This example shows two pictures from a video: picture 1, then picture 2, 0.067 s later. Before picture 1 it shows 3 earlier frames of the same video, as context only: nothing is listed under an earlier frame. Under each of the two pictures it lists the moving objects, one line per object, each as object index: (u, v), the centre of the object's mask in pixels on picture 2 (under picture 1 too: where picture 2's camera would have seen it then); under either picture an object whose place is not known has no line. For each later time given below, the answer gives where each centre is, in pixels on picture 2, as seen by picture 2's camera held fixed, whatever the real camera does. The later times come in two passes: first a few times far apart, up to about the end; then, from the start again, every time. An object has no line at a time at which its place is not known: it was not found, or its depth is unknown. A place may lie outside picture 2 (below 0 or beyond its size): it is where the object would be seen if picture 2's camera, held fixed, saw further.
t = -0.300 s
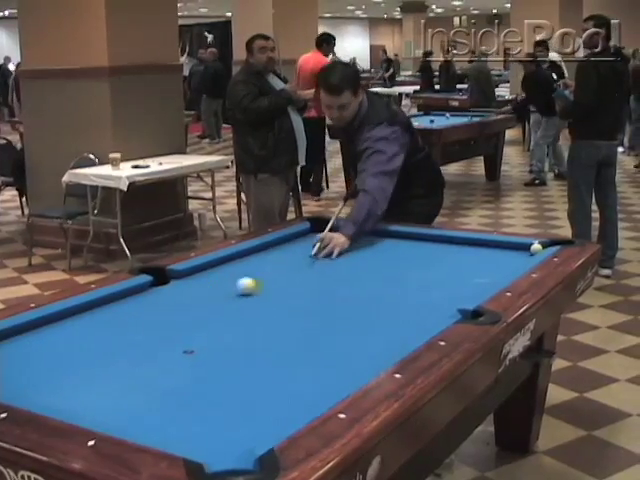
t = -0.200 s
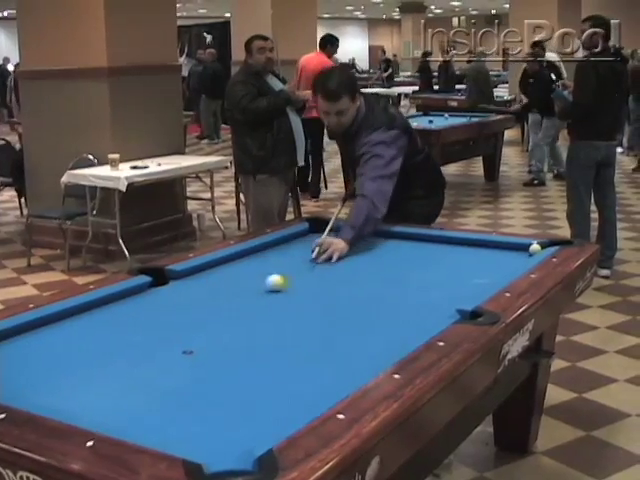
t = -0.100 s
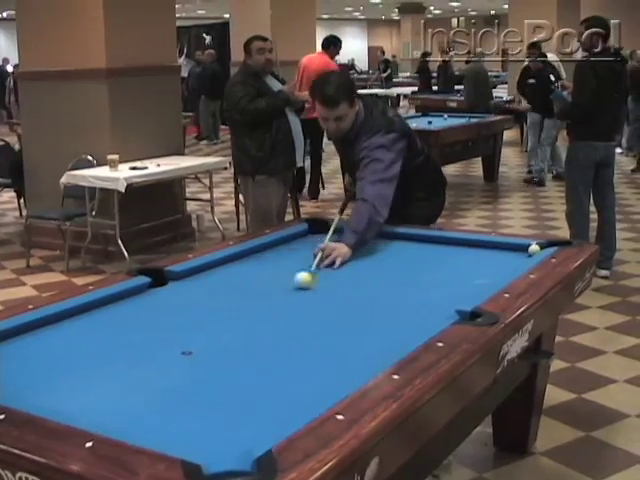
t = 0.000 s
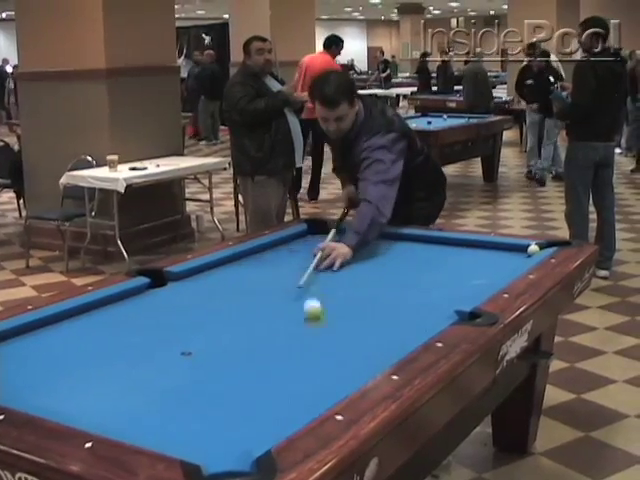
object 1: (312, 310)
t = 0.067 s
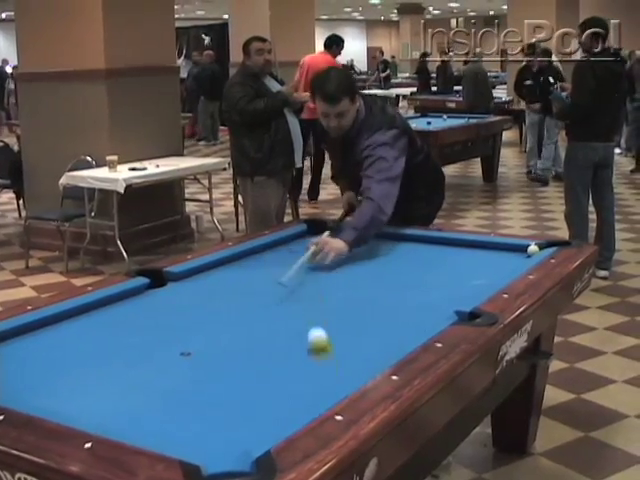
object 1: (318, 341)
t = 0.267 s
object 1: (188, 413)
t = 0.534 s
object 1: (100, 364)
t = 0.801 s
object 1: (87, 312)
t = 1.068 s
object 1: (203, 294)
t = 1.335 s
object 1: (312, 280)
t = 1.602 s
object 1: (408, 268)
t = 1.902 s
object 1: (502, 255)
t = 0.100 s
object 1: (321, 357)
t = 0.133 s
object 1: (325, 376)
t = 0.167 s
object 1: (306, 391)
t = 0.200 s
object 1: (268, 400)
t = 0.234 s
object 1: (229, 407)
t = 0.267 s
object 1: (188, 413)
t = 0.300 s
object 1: (150, 420)
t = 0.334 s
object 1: (117, 418)
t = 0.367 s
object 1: (112, 411)
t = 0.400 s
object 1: (110, 400)
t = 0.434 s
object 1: (107, 391)
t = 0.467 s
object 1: (105, 381)
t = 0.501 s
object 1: (103, 372)
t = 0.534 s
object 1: (100, 364)
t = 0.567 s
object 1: (98, 357)
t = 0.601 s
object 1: (96, 349)
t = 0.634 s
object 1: (95, 342)
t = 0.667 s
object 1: (93, 335)
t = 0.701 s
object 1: (92, 329)
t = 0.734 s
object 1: (90, 323)
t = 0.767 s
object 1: (89, 317)
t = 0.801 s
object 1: (87, 312)
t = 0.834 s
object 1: (89, 306)
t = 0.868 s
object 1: (107, 305)
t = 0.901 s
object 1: (124, 303)
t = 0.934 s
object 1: (141, 301)
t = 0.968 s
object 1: (156, 299)
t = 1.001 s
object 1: (171, 298)
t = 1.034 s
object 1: (186, 296)
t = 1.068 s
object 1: (203, 294)
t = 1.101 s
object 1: (217, 292)
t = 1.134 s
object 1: (231, 291)
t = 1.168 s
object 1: (243, 289)
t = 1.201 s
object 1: (258, 287)
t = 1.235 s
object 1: (272, 285)
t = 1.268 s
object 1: (284, 284)
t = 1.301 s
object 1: (298, 282)
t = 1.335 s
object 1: (312, 280)
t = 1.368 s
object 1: (324, 279)
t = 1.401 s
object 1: (337, 277)
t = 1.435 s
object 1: (351, 276)
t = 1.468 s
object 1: (362, 274)
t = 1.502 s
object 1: (374, 273)
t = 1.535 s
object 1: (387, 270)
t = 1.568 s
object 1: (397, 270)
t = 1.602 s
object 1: (408, 268)
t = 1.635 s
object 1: (419, 266)
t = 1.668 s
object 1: (430, 265)
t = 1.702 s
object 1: (442, 264)
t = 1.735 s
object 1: (452, 262)
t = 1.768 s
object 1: (462, 261)
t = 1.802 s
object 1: (472, 259)
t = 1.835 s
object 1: (483, 259)
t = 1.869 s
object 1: (492, 257)
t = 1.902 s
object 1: (502, 255)
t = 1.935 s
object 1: (512, 254)
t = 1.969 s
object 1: (521, 251)
